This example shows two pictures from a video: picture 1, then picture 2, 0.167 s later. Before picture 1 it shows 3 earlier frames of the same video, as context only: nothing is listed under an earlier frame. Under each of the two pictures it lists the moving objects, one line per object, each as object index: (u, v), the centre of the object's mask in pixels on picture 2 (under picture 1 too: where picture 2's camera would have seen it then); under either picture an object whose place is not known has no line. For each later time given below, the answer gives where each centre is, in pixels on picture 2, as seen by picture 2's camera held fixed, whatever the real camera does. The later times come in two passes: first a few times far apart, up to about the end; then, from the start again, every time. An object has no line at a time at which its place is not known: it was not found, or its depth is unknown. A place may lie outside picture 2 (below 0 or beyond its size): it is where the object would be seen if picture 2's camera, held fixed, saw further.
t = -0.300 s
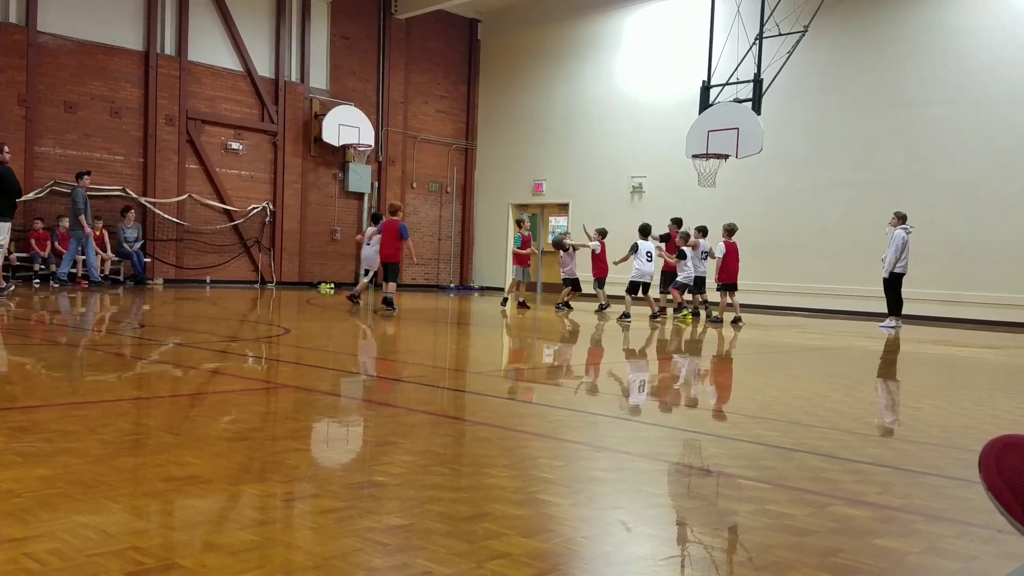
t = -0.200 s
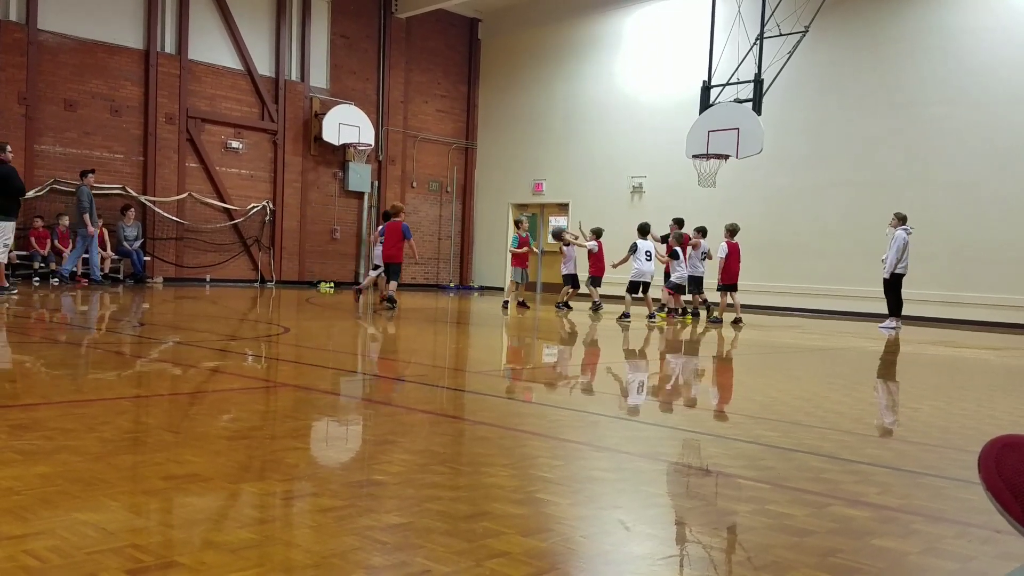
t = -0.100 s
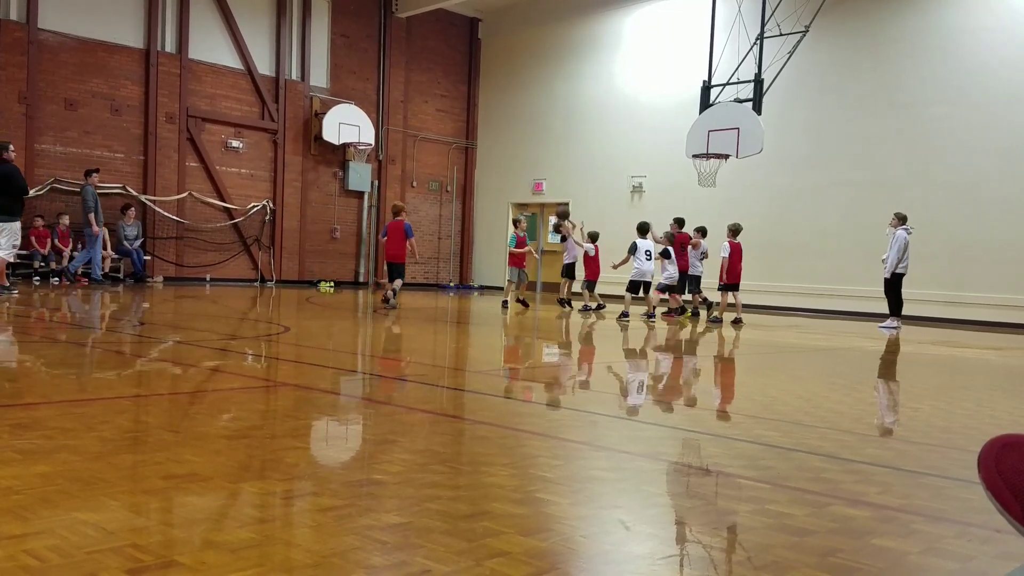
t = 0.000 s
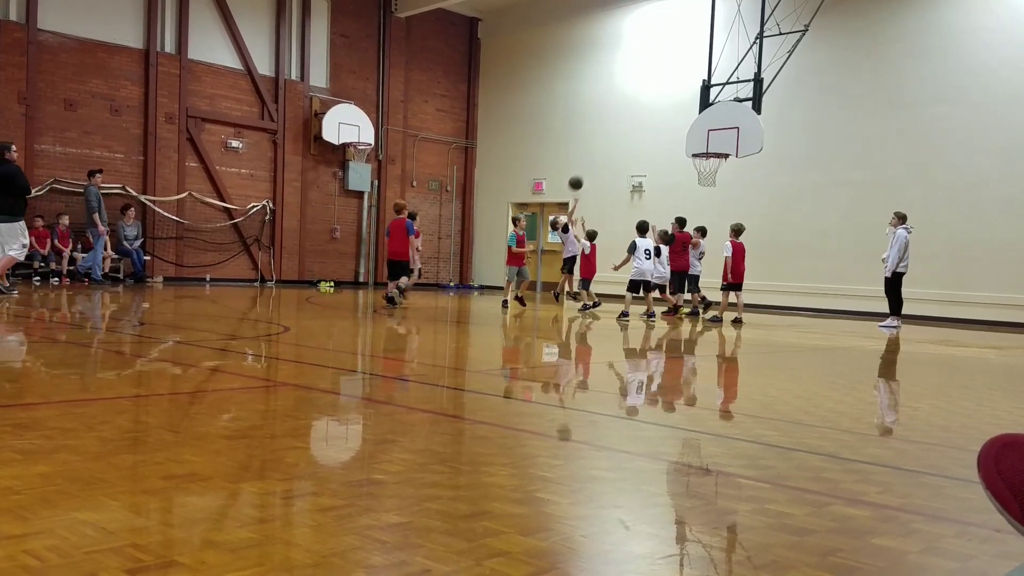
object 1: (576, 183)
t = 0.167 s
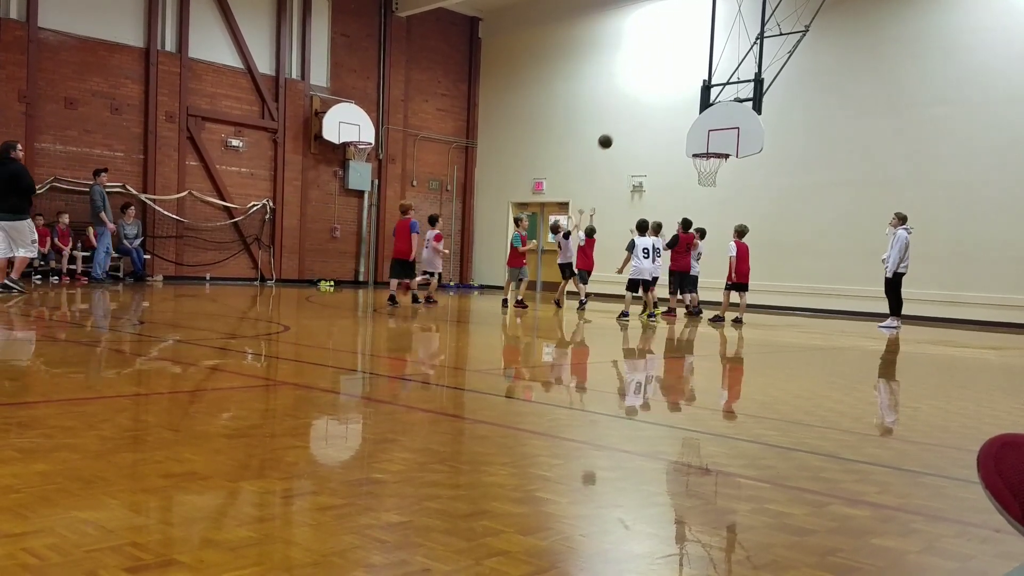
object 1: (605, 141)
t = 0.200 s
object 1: (611, 135)
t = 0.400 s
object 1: (643, 112)
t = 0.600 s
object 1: (674, 115)
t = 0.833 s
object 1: (704, 148)
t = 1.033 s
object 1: (686, 131)
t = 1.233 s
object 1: (666, 132)
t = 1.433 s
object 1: (645, 157)
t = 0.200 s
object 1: (611, 135)
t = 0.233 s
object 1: (616, 130)
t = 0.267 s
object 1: (622, 125)
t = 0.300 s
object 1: (627, 121)
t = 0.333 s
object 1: (633, 117)
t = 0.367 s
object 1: (638, 114)
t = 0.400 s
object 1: (643, 112)
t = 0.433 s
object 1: (648, 111)
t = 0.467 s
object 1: (654, 111)
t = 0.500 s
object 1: (659, 111)
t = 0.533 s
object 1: (664, 112)
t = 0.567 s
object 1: (669, 113)
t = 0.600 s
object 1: (674, 115)
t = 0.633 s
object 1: (679, 118)
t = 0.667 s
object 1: (683, 122)
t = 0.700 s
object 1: (688, 126)
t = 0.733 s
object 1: (693, 131)
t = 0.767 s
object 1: (698, 137)
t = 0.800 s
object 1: (702, 143)
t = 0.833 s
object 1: (704, 148)
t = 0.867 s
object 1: (702, 148)
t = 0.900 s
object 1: (699, 144)
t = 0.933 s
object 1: (695, 140)
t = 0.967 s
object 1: (692, 136)
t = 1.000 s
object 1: (689, 133)
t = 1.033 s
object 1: (686, 131)
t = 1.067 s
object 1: (683, 129)
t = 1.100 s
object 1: (679, 128)
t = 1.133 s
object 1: (676, 128)
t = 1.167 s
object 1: (672, 129)
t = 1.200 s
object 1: (669, 130)
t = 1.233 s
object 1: (666, 132)
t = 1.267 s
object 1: (662, 134)
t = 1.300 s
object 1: (659, 137)
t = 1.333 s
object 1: (655, 141)
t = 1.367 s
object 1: (651, 146)
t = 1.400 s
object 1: (648, 151)
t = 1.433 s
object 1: (645, 157)
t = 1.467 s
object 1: (641, 163)
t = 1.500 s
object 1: (638, 170)
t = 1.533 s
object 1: (634, 178)
